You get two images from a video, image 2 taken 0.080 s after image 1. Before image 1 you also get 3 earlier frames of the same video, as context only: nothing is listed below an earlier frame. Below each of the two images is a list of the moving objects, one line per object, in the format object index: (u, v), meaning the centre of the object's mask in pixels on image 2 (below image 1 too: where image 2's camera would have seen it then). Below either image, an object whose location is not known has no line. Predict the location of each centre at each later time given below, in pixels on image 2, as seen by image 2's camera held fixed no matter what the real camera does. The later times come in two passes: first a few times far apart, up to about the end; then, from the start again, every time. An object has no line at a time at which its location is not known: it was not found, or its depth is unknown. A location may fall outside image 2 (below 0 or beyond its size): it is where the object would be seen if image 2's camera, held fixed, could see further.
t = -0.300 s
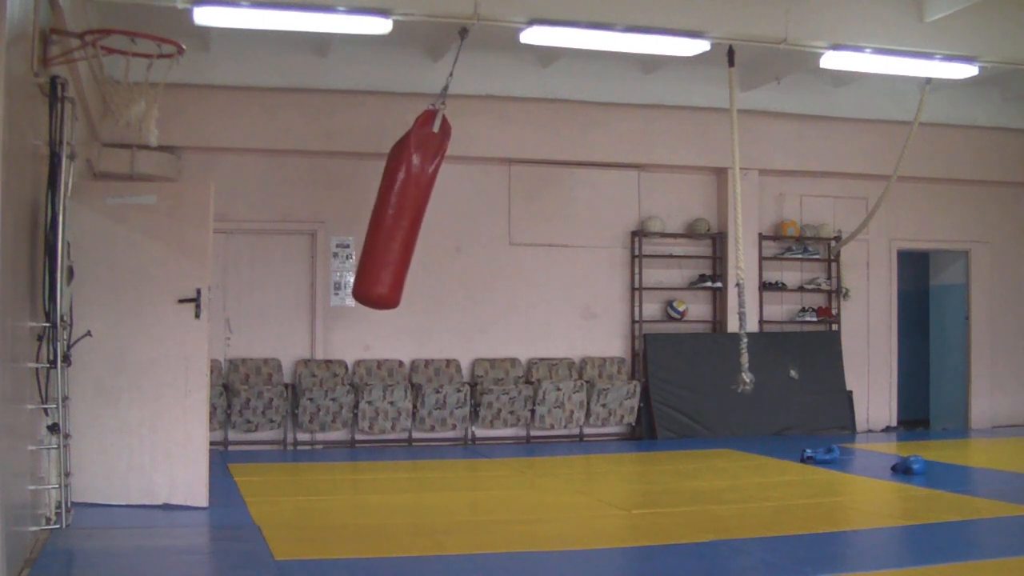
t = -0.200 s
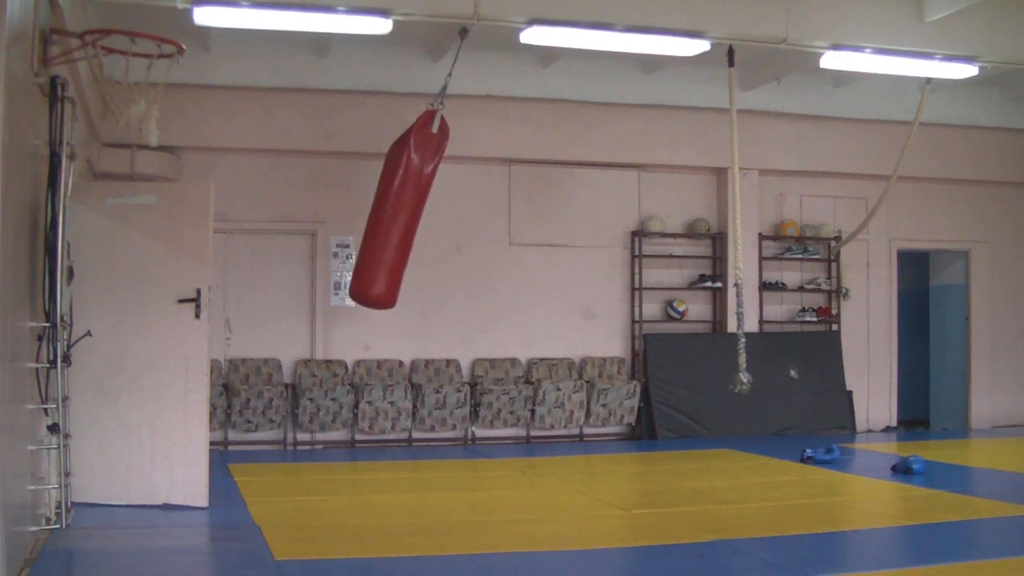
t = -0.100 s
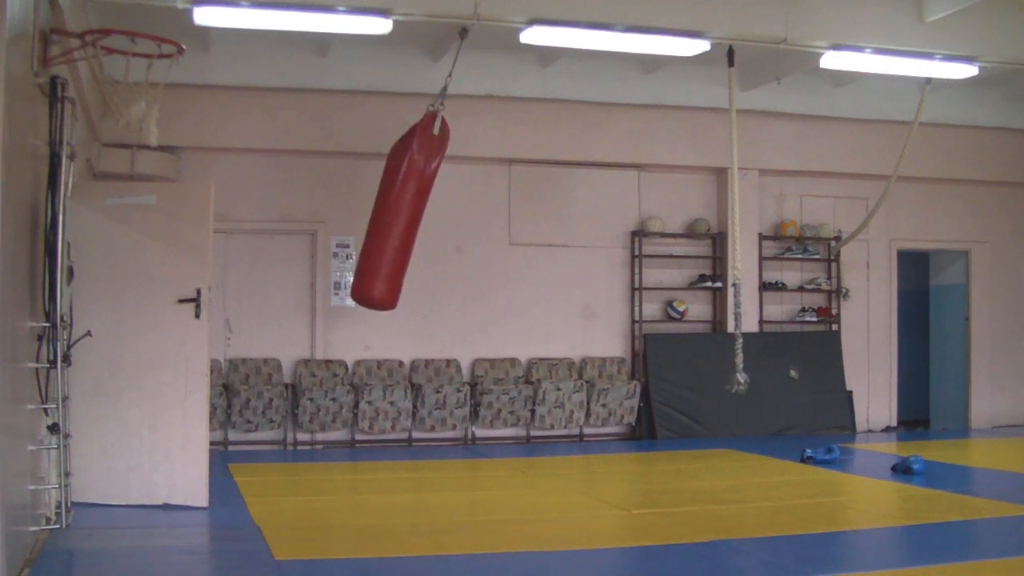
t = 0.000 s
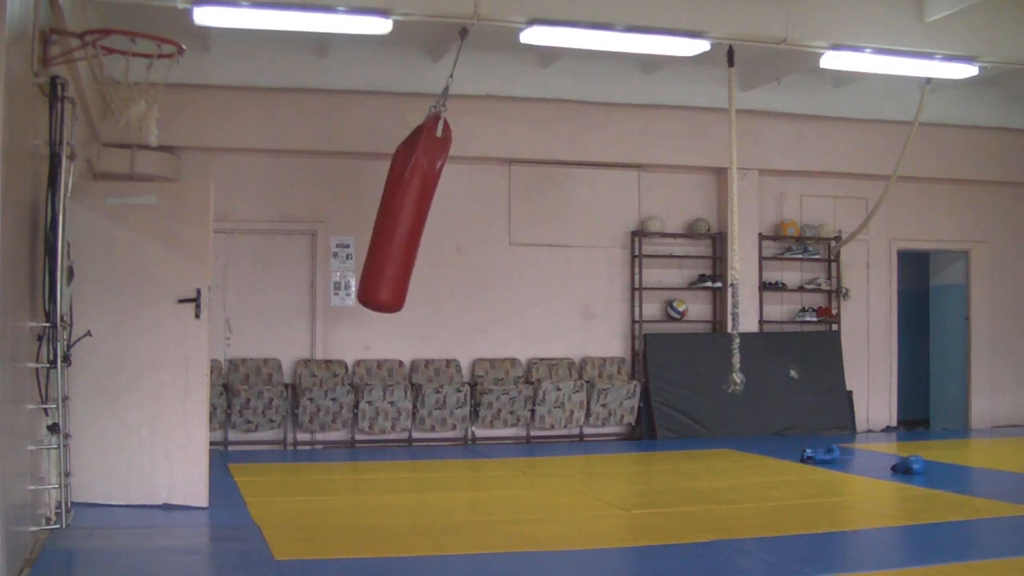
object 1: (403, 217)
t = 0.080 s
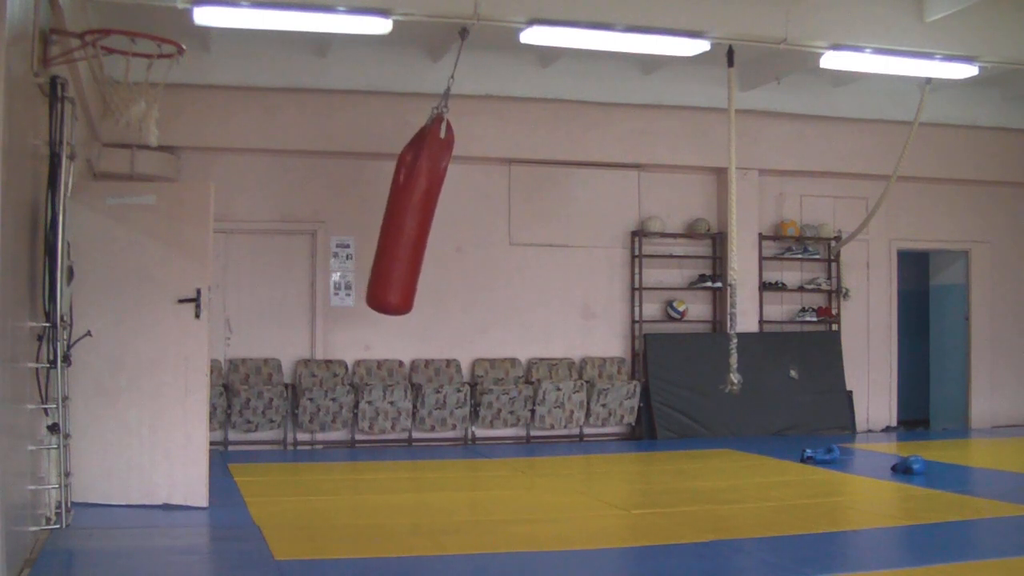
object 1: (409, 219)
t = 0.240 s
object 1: (426, 224)
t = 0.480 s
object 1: (460, 227)
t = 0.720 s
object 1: (495, 222)
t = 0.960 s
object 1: (519, 215)
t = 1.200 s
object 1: (528, 216)
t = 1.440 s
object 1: (517, 220)
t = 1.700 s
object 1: (486, 225)
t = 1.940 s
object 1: (448, 225)
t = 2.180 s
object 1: (415, 220)
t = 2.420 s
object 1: (399, 216)
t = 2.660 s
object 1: (402, 218)
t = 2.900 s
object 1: (424, 224)
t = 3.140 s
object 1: (458, 226)
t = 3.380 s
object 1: (493, 223)
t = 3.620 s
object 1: (518, 218)
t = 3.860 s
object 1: (527, 216)
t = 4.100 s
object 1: (518, 219)
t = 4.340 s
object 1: (491, 224)
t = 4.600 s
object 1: (451, 225)
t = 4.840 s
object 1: (418, 220)
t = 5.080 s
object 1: (400, 216)
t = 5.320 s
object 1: (402, 217)
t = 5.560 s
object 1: (422, 223)
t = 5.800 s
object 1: (455, 227)
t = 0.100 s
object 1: (411, 220)
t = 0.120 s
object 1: (413, 219)
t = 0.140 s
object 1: (415, 221)
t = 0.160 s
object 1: (417, 222)
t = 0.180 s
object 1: (419, 222)
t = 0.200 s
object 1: (422, 223)
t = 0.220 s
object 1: (424, 223)
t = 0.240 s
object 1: (426, 224)
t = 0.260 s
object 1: (429, 225)
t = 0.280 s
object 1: (432, 225)
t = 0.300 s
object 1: (435, 225)
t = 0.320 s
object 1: (437, 225)
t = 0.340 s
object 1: (440, 226)
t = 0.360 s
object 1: (443, 226)
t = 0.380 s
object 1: (446, 226)
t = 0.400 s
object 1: (449, 227)
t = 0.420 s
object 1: (451, 227)
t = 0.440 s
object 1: (454, 227)
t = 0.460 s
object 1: (457, 227)
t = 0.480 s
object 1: (460, 227)
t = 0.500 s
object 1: (463, 226)
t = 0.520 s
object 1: (466, 225)
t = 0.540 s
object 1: (469, 225)
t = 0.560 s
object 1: (472, 227)
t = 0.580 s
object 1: (475, 224)
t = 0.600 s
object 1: (478, 226)
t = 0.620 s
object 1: (481, 224)
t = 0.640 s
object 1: (484, 225)
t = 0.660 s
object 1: (487, 224)
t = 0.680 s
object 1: (490, 224)
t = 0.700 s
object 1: (492, 221)
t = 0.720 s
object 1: (495, 222)
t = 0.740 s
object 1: (498, 222)
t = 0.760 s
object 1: (500, 222)
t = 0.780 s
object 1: (503, 221)
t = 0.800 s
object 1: (505, 220)
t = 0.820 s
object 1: (507, 220)
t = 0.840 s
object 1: (509, 219)
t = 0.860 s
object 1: (511, 219)
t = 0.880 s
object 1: (513, 218)
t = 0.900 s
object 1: (515, 218)
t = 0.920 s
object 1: (516, 217)
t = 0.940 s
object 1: (518, 216)
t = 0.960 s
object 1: (519, 215)
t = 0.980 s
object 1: (521, 216)
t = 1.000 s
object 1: (521, 214)
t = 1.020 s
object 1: (523, 217)
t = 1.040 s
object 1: (524, 215)
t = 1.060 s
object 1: (525, 216)
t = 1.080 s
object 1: (526, 216)
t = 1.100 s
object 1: (527, 216)
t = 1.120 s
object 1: (527, 216)
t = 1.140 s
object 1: (528, 216)
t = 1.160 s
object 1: (528, 216)
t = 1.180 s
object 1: (528, 216)
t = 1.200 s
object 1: (528, 216)
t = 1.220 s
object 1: (528, 216)
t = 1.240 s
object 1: (527, 216)
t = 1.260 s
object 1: (527, 216)
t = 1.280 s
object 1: (526, 216)
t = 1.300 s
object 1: (526, 217)
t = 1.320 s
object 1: (525, 217)
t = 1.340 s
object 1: (524, 218)
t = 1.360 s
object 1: (522, 218)
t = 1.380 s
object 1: (521, 219)
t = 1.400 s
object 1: (520, 219)
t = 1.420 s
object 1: (518, 219)
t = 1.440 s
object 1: (517, 220)
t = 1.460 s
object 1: (515, 220)
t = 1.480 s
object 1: (513, 221)
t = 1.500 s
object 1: (511, 221)
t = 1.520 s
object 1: (509, 222)
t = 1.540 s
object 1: (507, 223)
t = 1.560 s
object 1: (505, 223)
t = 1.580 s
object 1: (502, 223)
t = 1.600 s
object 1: (500, 224)
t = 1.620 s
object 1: (497, 224)
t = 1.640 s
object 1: (495, 225)
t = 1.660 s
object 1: (492, 225)
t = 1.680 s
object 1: (489, 225)
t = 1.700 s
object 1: (486, 225)
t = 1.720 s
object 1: (483, 225)
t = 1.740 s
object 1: (480, 225)
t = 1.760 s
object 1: (477, 225)
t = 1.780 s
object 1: (474, 225)
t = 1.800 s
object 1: (470, 225)
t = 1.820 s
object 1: (467, 225)
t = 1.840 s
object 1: (464, 225)
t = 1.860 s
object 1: (461, 225)
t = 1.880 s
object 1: (458, 225)
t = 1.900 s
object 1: (455, 225)
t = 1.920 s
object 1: (452, 224)
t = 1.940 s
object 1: (448, 225)
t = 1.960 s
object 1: (445, 224)
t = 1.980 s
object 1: (442, 224)
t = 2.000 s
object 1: (439, 224)
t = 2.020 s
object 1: (436, 223)
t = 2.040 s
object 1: (433, 223)
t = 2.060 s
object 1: (431, 222)
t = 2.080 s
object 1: (428, 222)
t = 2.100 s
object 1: (425, 222)
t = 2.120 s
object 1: (423, 221)
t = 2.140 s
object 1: (420, 221)
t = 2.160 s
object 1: (418, 220)
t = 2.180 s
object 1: (415, 220)
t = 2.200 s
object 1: (414, 219)
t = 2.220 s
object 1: (412, 218)
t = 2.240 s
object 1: (410, 218)
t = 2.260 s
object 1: (408, 218)
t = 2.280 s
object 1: (406, 218)
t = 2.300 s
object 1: (405, 217)
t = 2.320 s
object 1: (404, 217)
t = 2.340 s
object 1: (403, 217)
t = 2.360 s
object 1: (401, 216)
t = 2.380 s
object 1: (400, 216)
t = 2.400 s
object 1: (400, 216)
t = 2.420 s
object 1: (399, 216)
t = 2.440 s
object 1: (399, 216)
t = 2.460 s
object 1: (398, 216)
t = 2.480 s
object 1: (398, 216)
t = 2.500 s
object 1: (398, 216)
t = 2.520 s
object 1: (398, 216)
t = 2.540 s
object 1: (398, 216)
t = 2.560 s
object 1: (399, 217)
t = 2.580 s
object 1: (399, 216)
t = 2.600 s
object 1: (399, 217)
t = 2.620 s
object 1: (400, 217)
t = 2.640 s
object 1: (401, 218)
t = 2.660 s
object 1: (402, 218)
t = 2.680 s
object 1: (403, 219)
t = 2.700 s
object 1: (405, 219)
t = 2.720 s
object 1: (406, 219)
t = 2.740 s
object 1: (408, 220)
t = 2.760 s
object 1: (409, 220)
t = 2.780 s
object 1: (411, 221)
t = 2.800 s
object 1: (413, 221)
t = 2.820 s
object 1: (415, 222)
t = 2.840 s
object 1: (417, 222)
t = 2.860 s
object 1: (419, 223)
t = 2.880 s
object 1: (422, 223)
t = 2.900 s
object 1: (424, 224)
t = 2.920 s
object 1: (427, 224)
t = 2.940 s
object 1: (429, 224)
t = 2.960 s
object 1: (432, 224)
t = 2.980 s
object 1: (434, 225)
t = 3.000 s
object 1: (437, 225)
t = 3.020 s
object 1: (440, 226)
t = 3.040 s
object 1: (443, 226)
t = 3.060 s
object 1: (446, 226)
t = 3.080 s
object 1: (449, 226)
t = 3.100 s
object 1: (452, 226)
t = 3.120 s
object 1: (455, 227)
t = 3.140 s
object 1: (458, 226)
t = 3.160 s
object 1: (461, 226)
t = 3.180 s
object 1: (464, 226)
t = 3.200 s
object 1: (467, 227)
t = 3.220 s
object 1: (470, 226)
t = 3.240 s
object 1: (473, 226)
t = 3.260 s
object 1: (476, 226)
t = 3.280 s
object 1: (479, 226)
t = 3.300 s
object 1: (482, 225)
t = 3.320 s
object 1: (484, 225)
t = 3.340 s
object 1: (487, 225)
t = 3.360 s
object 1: (490, 225)
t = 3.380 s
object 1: (493, 223)
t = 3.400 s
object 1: (495, 224)
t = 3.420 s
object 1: (498, 223)
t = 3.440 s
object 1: (500, 223)
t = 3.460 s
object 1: (503, 222)
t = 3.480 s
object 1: (505, 222)
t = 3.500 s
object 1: (507, 221)
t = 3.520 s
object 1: (509, 221)
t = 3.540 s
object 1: (511, 220)
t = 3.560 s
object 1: (513, 220)
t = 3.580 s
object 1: (515, 220)
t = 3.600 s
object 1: (517, 219)
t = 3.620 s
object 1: (518, 218)
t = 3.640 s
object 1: (519, 218)
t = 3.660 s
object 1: (521, 218)
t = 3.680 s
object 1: (522, 217)
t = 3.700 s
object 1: (523, 217)
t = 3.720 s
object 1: (524, 217)
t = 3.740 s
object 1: (525, 216)
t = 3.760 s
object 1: (525, 216)
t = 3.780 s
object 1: (526, 216)
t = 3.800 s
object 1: (526, 216)
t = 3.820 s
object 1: (527, 216)
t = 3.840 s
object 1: (527, 216)
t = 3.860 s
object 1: (527, 216)
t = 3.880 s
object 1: (527, 216)
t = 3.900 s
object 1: (527, 216)
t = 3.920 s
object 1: (527, 217)
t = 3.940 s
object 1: (526, 216)
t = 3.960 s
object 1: (526, 217)
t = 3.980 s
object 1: (525, 217)
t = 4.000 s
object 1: (524, 217)
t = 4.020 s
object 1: (523, 218)
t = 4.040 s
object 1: (522, 218)
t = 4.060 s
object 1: (521, 218)
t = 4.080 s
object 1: (519, 219)
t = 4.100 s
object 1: (518, 219)
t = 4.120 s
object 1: (516, 219)
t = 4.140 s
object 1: (514, 219)
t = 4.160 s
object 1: (512, 220)
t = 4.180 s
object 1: (511, 221)
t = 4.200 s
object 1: (508, 221)
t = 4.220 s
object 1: (506, 222)
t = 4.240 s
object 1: (504, 222)
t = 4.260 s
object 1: (502, 222)
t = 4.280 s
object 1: (499, 222)
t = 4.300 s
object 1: (497, 223)
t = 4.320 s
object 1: (494, 224)
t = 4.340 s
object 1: (491, 224)
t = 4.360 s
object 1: (488, 224)
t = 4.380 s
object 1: (485, 225)
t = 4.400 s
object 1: (482, 225)
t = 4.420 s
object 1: (479, 225)
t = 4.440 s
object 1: (476, 225)
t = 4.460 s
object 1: (473, 225)
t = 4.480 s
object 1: (470, 225)
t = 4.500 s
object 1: (467, 225)
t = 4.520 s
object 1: (464, 225)
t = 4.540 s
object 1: (460, 225)
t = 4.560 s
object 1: (457, 225)
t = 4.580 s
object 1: (454, 225)
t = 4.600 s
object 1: (451, 225)
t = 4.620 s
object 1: (448, 224)
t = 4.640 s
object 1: (445, 224)
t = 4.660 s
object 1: (442, 224)
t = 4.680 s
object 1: (439, 223)
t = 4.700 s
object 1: (436, 223)
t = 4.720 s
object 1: (433, 223)
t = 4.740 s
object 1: (430, 222)
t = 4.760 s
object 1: (428, 222)
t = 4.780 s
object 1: (425, 222)
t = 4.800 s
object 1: (423, 221)
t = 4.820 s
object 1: (420, 221)
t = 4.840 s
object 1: (418, 220)
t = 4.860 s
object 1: (416, 220)
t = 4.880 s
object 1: (414, 219)
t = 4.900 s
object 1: (412, 219)
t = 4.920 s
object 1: (410, 218)
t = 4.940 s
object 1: (408, 218)
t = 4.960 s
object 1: (407, 218)
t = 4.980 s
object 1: (405, 217)
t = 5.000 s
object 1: (404, 217)
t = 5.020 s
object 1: (403, 216)
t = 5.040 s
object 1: (402, 216)
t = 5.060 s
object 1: (401, 216)
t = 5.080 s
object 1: (400, 216)
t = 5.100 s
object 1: (399, 216)
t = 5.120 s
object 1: (399, 216)
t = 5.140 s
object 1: (399, 216)
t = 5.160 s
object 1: (398, 216)
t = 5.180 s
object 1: (398, 216)
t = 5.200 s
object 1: (398, 216)
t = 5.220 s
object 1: (399, 216)
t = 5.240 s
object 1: (399, 216)
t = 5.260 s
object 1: (399, 216)
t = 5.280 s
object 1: (400, 217)
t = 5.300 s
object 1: (401, 217)
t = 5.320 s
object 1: (402, 217)
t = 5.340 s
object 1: (403, 218)
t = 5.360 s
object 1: (404, 218)
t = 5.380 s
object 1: (405, 218)
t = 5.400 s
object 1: (407, 219)
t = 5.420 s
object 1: (408, 220)
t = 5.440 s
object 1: (410, 220)
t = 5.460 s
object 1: (411, 221)
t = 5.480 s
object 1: (413, 221)
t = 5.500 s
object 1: (415, 222)
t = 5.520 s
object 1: (417, 222)
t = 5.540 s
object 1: (419, 223)
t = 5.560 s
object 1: (422, 223)
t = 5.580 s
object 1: (424, 223)
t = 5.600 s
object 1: (427, 224)
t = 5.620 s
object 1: (429, 224)
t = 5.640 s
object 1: (432, 225)
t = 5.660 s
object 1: (435, 225)
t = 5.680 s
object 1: (437, 226)
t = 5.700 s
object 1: (440, 226)
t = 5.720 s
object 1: (443, 226)
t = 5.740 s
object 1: (446, 226)
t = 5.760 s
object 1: (449, 227)
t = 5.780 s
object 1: (452, 227)
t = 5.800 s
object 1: (455, 227)
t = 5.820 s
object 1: (458, 227)
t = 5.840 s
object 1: (461, 227)
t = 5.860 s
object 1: (464, 227)
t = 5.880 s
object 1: (467, 227)
